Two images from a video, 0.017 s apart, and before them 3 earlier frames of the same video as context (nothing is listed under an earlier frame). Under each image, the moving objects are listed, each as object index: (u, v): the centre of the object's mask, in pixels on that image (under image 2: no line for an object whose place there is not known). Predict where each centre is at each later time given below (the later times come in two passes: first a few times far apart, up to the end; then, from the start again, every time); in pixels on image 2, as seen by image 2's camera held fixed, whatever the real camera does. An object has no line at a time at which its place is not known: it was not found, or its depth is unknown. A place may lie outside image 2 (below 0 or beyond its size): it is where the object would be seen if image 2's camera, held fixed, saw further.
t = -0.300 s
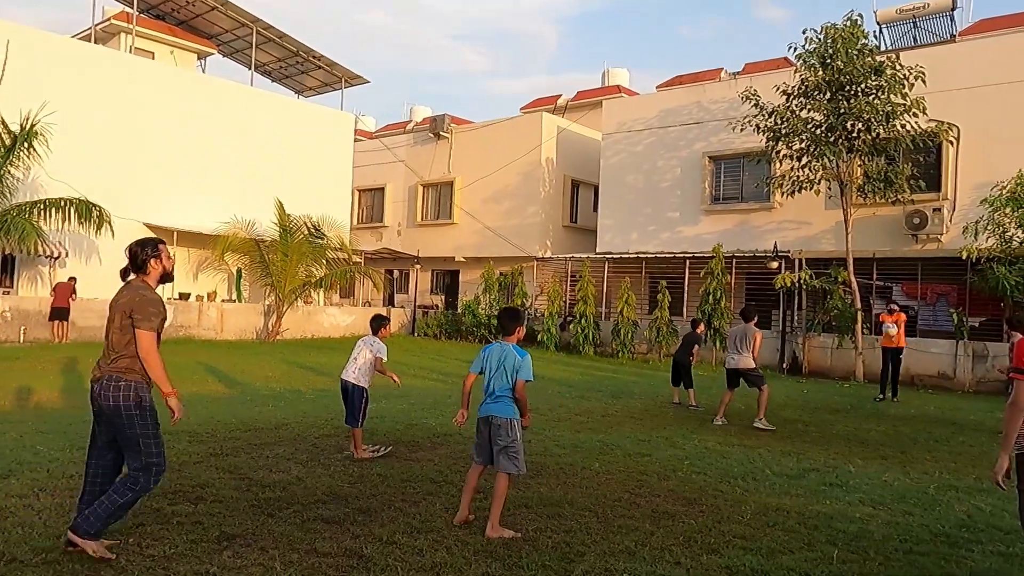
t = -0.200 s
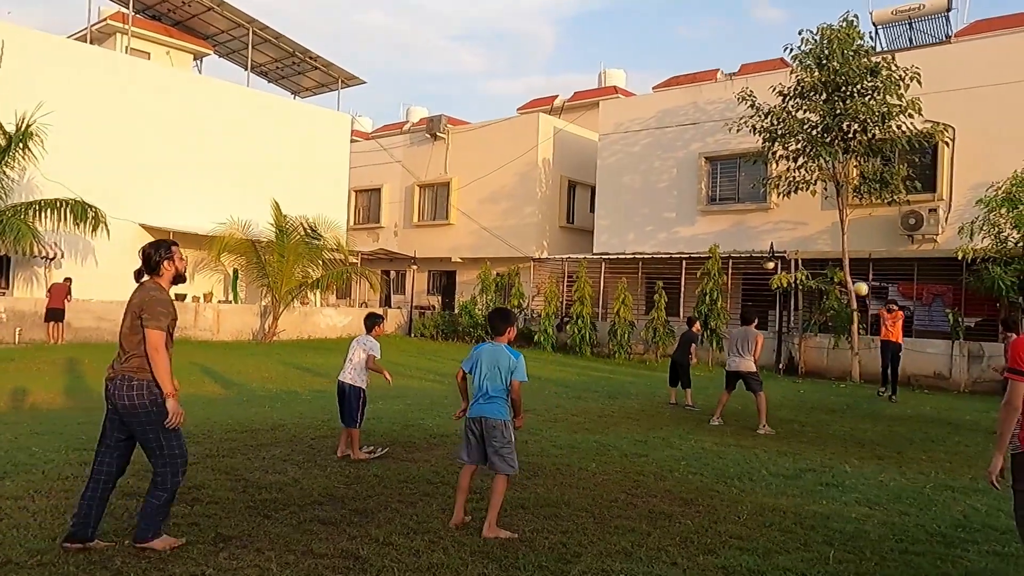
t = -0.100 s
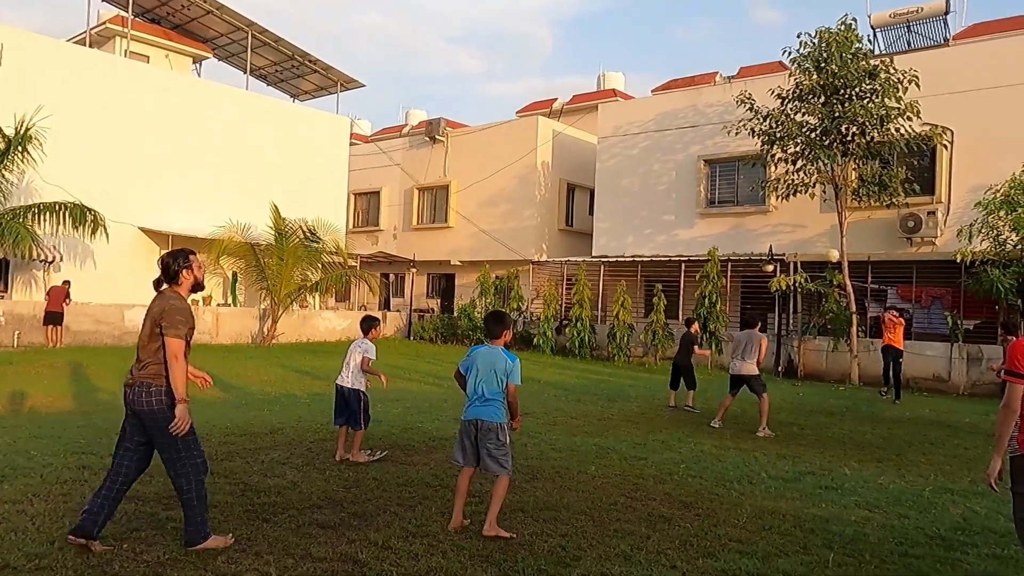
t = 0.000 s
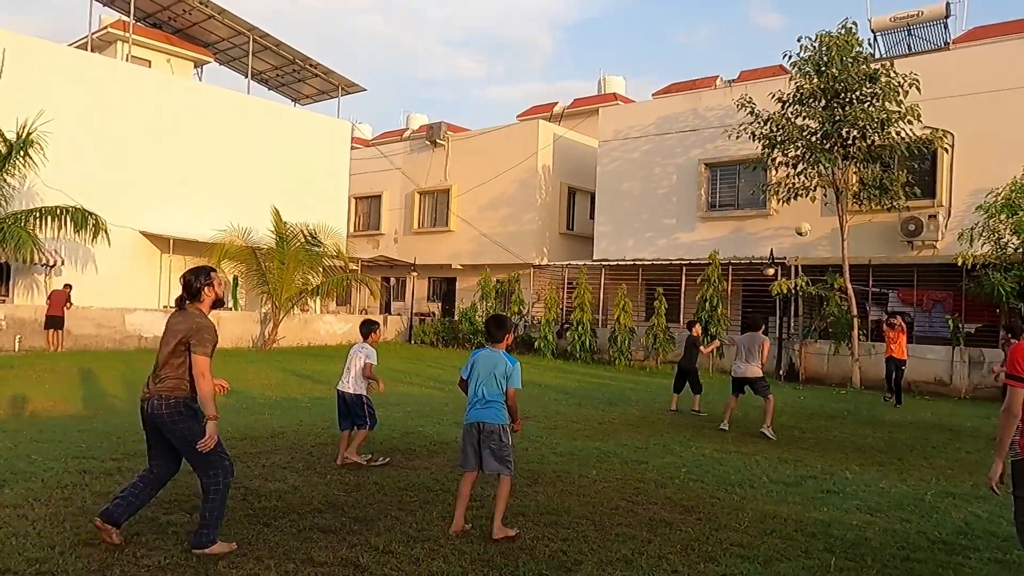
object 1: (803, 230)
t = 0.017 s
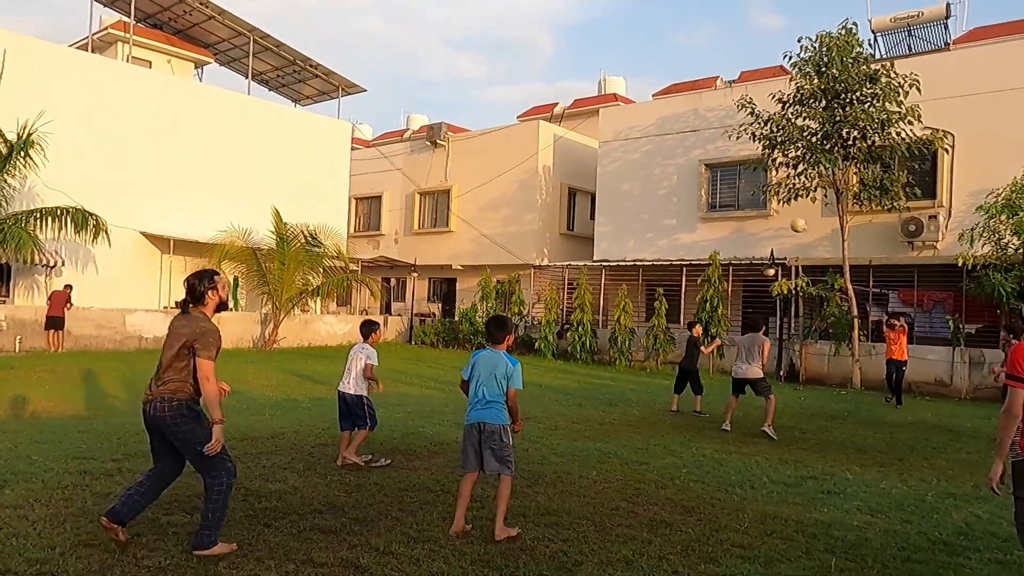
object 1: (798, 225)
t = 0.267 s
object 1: (715, 180)
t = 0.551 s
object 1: (602, 186)
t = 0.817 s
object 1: (478, 262)
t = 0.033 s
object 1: (793, 221)
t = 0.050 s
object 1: (787, 217)
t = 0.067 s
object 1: (782, 212)
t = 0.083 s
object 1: (776, 209)
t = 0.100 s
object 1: (771, 206)
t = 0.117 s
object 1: (766, 202)
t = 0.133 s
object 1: (760, 199)
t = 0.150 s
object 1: (755, 196)
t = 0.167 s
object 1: (750, 193)
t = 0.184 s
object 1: (744, 191)
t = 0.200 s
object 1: (738, 187)
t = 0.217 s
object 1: (733, 186)
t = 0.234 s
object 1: (726, 183)
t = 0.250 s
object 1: (720, 182)
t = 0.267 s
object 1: (715, 180)
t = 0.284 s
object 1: (709, 179)
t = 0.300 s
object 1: (703, 177)
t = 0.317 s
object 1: (696, 177)
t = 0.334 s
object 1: (690, 176)
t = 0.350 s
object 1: (684, 175)
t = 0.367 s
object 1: (677, 175)
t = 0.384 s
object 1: (670, 175)
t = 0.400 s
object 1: (664, 175)
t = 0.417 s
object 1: (658, 175)
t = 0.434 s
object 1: (650, 175)
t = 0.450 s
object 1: (644, 176)
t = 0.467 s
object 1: (637, 177)
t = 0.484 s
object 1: (630, 178)
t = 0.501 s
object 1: (623, 180)
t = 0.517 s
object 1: (616, 182)
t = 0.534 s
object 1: (609, 183)
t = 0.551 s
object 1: (602, 186)
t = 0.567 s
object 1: (594, 188)
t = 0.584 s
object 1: (588, 191)
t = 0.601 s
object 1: (580, 194)
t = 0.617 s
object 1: (573, 198)
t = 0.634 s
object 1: (566, 202)
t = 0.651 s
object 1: (558, 205)
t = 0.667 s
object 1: (550, 210)
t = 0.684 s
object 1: (542, 214)
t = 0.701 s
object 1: (534, 219)
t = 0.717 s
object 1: (526, 225)
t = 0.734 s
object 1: (518, 231)
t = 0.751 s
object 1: (510, 236)
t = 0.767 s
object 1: (502, 242)
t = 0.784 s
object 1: (494, 248)
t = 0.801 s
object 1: (486, 255)
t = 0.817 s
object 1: (478, 262)
